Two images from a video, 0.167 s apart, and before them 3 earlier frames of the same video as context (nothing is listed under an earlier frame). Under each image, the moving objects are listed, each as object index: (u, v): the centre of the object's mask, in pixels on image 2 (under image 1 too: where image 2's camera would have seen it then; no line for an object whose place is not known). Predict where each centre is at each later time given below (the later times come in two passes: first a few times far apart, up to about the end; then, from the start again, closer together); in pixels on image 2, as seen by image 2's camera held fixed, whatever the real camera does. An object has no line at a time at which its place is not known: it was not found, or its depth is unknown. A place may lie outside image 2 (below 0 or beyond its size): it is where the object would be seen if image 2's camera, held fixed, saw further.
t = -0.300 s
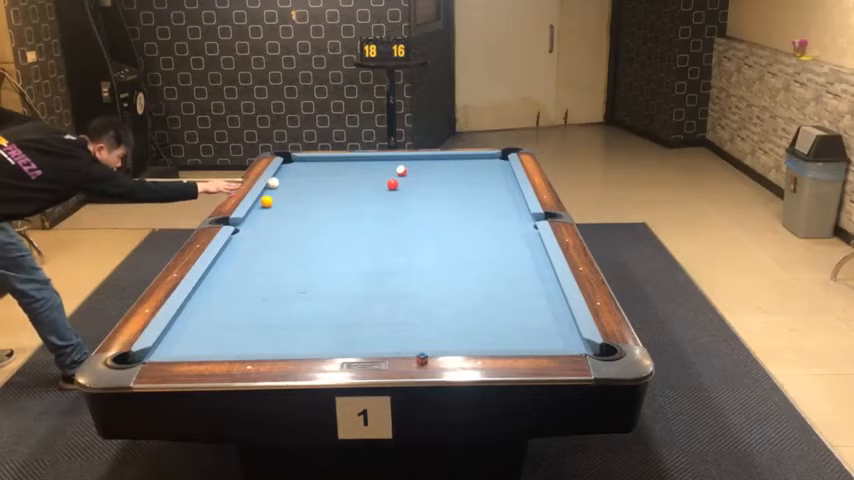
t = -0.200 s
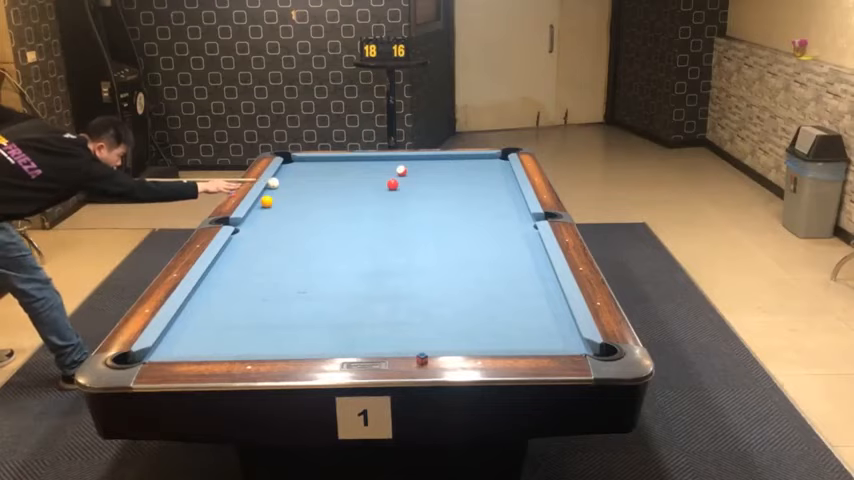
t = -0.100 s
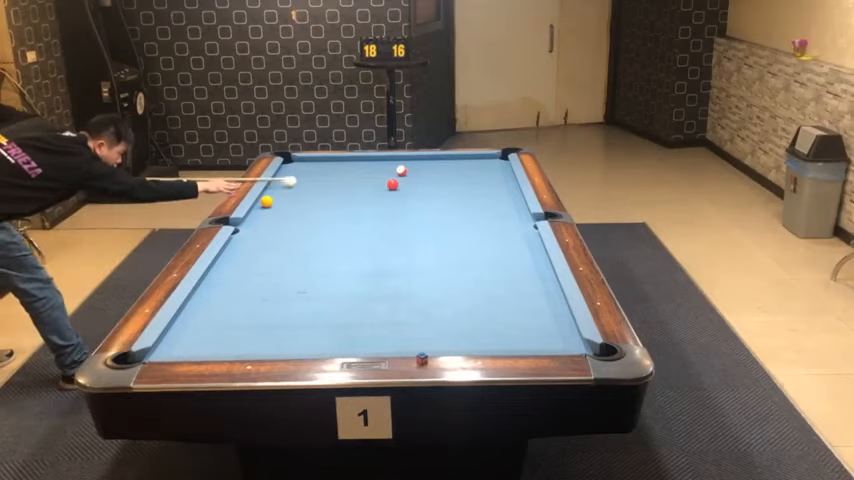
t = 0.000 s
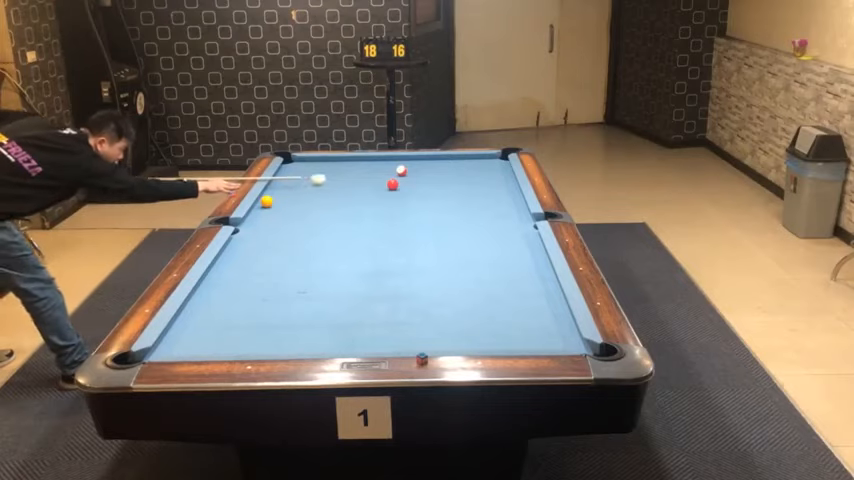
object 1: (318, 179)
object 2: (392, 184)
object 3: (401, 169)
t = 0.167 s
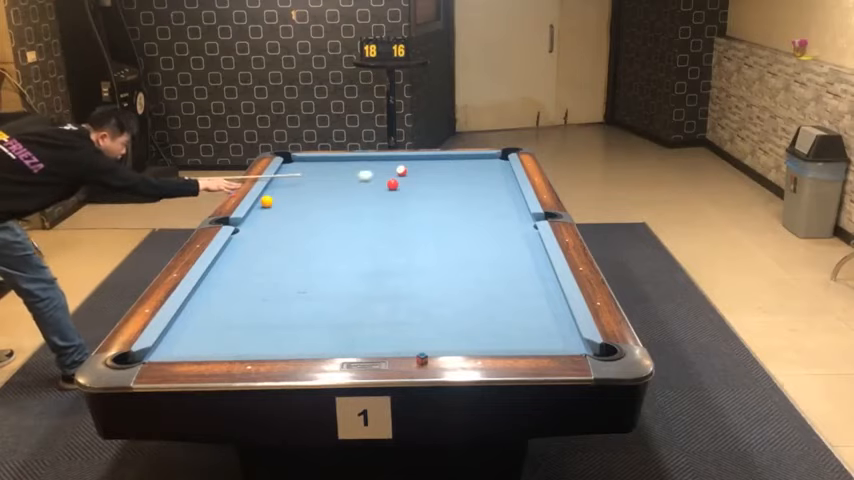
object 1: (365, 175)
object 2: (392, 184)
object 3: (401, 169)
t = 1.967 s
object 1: (402, 184)
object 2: (386, 184)
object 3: (450, 165)
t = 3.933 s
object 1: (388, 188)
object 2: (310, 187)
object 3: (473, 174)
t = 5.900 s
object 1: (388, 188)
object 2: (293, 188)
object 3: (474, 175)
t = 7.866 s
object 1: (388, 188)
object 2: (293, 188)
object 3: (474, 175)
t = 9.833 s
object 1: (388, 188)
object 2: (293, 188)
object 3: (474, 175)
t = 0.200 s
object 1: (374, 175)
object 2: (392, 184)
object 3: (401, 169)
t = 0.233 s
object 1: (383, 174)
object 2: (392, 184)
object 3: (401, 169)
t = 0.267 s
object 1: (391, 172)
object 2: (392, 184)
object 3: (401, 169)
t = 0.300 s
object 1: (400, 172)
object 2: (392, 184)
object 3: (403, 167)
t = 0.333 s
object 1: (406, 173)
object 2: (392, 184)
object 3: (404, 165)
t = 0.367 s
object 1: (414, 173)
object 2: (392, 184)
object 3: (405, 166)
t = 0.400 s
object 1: (421, 173)
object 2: (393, 184)
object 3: (407, 166)
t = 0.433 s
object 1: (428, 174)
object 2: (392, 184)
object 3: (409, 165)
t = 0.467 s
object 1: (435, 174)
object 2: (392, 184)
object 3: (411, 163)
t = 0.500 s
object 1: (442, 174)
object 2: (392, 184)
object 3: (411, 164)
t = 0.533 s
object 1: (449, 174)
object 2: (392, 184)
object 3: (413, 163)
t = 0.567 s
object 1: (457, 174)
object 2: (392, 184)
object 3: (415, 162)
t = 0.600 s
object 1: (464, 174)
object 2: (392, 184)
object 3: (416, 161)
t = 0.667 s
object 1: (478, 175)
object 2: (392, 184)
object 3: (418, 161)
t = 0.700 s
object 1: (486, 175)
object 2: (392, 184)
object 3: (420, 160)
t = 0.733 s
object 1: (493, 175)
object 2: (392, 184)
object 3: (421, 159)
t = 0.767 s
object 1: (499, 175)
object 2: (392, 184)
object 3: (422, 157)
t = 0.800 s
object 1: (506, 176)
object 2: (392, 184)
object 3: (423, 159)
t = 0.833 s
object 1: (507, 176)
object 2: (392, 184)
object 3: (424, 158)
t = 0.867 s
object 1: (504, 176)
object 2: (392, 184)
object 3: (426, 156)
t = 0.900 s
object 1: (501, 176)
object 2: (392, 184)
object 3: (427, 156)
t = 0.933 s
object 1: (498, 176)
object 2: (392, 184)
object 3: (427, 156)
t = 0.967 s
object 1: (494, 177)
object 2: (392, 184)
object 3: (428, 156)
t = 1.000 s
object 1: (490, 177)
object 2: (392, 184)
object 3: (429, 157)
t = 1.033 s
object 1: (487, 178)
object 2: (392, 184)
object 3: (430, 157)
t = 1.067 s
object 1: (483, 177)
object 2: (392, 184)
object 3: (430, 157)
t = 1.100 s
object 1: (480, 178)
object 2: (392, 184)
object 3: (431, 158)
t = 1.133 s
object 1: (476, 178)
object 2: (393, 184)
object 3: (432, 158)
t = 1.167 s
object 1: (473, 179)
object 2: (392, 184)
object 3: (433, 158)
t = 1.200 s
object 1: (470, 179)
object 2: (392, 184)
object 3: (434, 158)
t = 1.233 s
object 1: (466, 179)
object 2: (392, 184)
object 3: (435, 159)
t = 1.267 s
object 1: (462, 179)
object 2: (393, 184)
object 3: (435, 159)
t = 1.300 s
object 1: (459, 180)
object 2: (392, 184)
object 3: (436, 159)
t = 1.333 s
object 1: (456, 180)
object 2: (392, 184)
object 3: (437, 159)
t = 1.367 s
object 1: (452, 180)
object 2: (392, 184)
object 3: (438, 160)
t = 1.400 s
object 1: (449, 180)
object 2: (392, 184)
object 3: (439, 160)
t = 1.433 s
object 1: (446, 181)
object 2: (392, 184)
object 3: (439, 161)
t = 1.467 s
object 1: (443, 181)
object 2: (392, 184)
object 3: (440, 161)
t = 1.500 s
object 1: (439, 181)
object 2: (392, 184)
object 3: (441, 161)
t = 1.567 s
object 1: (433, 182)
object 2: (392, 184)
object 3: (442, 162)
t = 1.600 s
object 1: (430, 182)
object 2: (392, 184)
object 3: (442, 162)
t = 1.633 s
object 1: (426, 182)
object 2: (392, 184)
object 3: (443, 162)
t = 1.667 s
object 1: (423, 183)
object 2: (392, 184)
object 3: (444, 163)
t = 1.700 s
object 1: (420, 183)
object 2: (392, 184)
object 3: (445, 163)
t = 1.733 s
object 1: (416, 183)
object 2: (392, 184)
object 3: (445, 163)
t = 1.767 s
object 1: (413, 183)
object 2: (392, 184)
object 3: (446, 164)
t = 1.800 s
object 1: (410, 183)
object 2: (392, 184)
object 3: (447, 164)
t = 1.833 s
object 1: (407, 184)
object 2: (392, 184)
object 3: (447, 164)
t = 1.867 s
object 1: (404, 184)
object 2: (392, 184)
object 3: (448, 164)
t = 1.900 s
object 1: (403, 184)
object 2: (390, 184)
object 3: (448, 165)
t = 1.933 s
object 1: (402, 184)
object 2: (388, 184)
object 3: (449, 165)
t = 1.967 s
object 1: (402, 184)
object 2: (386, 184)
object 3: (450, 165)
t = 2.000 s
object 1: (402, 185)
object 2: (384, 185)
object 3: (450, 165)
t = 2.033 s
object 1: (401, 185)
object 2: (382, 185)
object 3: (451, 166)
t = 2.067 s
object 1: (401, 185)
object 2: (380, 185)
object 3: (451, 166)
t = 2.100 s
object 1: (400, 185)
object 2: (379, 185)
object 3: (452, 166)
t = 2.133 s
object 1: (400, 185)
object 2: (377, 185)
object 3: (453, 167)
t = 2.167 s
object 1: (399, 185)
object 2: (375, 185)
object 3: (453, 167)
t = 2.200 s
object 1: (399, 186)
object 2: (374, 185)
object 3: (454, 167)
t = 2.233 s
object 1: (399, 186)
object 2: (372, 185)
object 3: (454, 167)
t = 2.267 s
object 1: (398, 186)
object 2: (371, 185)
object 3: (455, 168)
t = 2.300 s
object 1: (397, 186)
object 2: (369, 185)
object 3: (455, 168)
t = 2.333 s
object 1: (397, 186)
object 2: (367, 185)
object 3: (456, 168)
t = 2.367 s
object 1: (396, 186)
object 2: (366, 185)
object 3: (456, 168)
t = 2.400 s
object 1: (396, 186)
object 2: (364, 185)
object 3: (456, 169)
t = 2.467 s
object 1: (395, 186)
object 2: (361, 185)
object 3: (457, 169)
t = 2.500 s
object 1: (394, 187)
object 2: (360, 185)
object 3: (458, 169)
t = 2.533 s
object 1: (394, 187)
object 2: (358, 185)
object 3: (458, 169)
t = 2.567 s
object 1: (394, 187)
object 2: (357, 185)
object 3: (458, 169)
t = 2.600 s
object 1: (394, 187)
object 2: (355, 186)
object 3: (459, 169)
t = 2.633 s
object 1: (393, 187)
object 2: (353, 186)
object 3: (460, 170)
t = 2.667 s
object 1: (393, 187)
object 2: (352, 186)
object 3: (460, 170)
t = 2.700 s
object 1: (393, 187)
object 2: (351, 186)
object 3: (461, 170)
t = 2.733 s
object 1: (392, 187)
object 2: (349, 186)
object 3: (461, 170)
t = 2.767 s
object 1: (392, 187)
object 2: (347, 186)
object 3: (462, 171)
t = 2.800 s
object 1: (392, 187)
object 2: (346, 186)
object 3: (462, 171)
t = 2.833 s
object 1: (391, 187)
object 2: (345, 186)
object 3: (463, 171)
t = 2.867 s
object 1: (391, 187)
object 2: (343, 186)
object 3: (463, 171)
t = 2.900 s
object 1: (390, 188)
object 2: (342, 186)
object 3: (464, 171)
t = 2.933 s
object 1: (390, 188)
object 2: (341, 186)
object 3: (464, 172)
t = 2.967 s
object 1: (390, 188)
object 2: (340, 186)
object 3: (464, 172)
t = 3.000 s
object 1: (390, 188)
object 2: (338, 186)
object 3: (464, 172)
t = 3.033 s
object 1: (390, 188)
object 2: (337, 186)
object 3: (465, 172)
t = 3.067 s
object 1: (389, 188)
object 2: (336, 187)
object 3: (465, 172)
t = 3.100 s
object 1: (389, 188)
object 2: (335, 187)
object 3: (466, 172)
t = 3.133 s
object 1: (389, 188)
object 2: (334, 187)
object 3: (466, 172)
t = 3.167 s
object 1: (389, 188)
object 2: (333, 187)
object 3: (467, 172)
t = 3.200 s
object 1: (389, 188)
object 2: (331, 187)
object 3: (467, 172)
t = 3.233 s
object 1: (389, 188)
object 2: (330, 186)
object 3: (467, 172)
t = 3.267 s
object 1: (389, 188)
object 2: (329, 187)
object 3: (468, 172)
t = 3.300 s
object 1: (389, 188)
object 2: (328, 187)
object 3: (468, 172)
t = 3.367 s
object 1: (388, 188)
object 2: (325, 187)
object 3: (469, 173)
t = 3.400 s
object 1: (388, 188)
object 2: (325, 187)
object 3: (469, 173)
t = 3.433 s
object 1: (388, 188)
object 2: (324, 187)
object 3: (469, 173)
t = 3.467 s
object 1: (388, 188)
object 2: (322, 187)
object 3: (470, 173)
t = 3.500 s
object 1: (388, 188)
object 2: (321, 187)
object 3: (470, 173)
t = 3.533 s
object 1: (388, 188)
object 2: (320, 187)
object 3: (470, 173)
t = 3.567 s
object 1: (388, 188)
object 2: (320, 187)
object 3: (470, 174)
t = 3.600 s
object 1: (388, 188)
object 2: (319, 187)
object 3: (471, 173)
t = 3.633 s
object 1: (388, 188)
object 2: (317, 187)
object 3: (471, 174)
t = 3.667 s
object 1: (388, 188)
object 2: (317, 187)
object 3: (471, 174)
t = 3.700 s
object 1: (388, 188)
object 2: (315, 187)
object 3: (471, 174)
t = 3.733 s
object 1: (388, 188)
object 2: (315, 187)
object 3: (471, 174)
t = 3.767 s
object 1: (388, 188)
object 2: (314, 187)
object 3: (472, 174)
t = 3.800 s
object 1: (388, 188)
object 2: (313, 187)
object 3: (472, 174)
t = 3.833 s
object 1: (388, 188)
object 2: (312, 187)
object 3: (472, 174)
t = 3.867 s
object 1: (388, 188)
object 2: (312, 187)
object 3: (472, 174)
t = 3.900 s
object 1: (388, 188)
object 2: (310, 187)
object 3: (472, 174)
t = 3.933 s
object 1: (388, 188)
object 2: (310, 187)
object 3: (473, 174)
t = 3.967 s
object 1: (388, 188)
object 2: (309, 187)
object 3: (473, 175)
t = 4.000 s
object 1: (388, 188)
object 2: (308, 187)
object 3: (473, 175)
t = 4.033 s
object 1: (388, 188)
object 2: (308, 188)
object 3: (473, 175)
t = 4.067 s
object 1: (388, 188)
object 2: (307, 187)
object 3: (473, 175)
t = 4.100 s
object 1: (388, 188)
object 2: (306, 188)
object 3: (473, 175)
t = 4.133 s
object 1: (388, 188)
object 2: (306, 188)
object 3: (473, 175)
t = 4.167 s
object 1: (388, 188)
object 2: (304, 188)
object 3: (473, 175)
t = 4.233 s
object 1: (389, 188)
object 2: (303, 188)
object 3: (474, 175)
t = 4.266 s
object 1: (388, 188)
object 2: (303, 188)
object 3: (474, 175)
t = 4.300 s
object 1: (388, 188)
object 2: (302, 188)
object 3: (474, 175)
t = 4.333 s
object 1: (388, 188)
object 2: (302, 188)
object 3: (474, 175)
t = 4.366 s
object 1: (388, 188)
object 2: (301, 188)
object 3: (474, 175)
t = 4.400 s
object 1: (388, 188)
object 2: (300, 188)
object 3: (474, 175)
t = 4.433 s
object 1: (388, 188)
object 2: (300, 188)
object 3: (474, 175)
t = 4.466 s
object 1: (388, 188)
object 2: (299, 188)
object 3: (474, 175)
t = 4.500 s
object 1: (388, 188)
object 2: (299, 188)
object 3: (474, 175)
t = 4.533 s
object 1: (388, 188)
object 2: (299, 188)
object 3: (474, 175)
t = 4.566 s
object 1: (388, 188)
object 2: (298, 188)
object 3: (474, 175)
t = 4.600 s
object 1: (388, 188)
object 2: (298, 188)
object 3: (474, 175)
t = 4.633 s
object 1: (388, 188)
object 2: (298, 188)
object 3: (474, 175)
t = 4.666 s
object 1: (388, 188)
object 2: (297, 188)
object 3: (474, 175)
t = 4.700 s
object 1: (388, 188)
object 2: (297, 188)
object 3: (474, 175)
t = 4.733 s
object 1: (389, 188)
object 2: (297, 188)
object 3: (474, 175)
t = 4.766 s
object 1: (388, 188)
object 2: (296, 188)
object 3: (474, 175)
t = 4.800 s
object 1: (388, 188)
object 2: (296, 188)
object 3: (474, 175)
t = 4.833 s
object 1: (388, 188)
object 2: (296, 188)
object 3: (474, 175)
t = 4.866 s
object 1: (388, 188)
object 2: (295, 188)
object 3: (474, 175)
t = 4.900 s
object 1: (388, 188)
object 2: (295, 188)
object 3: (474, 175)
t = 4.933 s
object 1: (388, 188)
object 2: (295, 188)
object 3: (474, 175)
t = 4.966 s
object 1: (388, 188)
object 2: (294, 188)
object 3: (474, 175)
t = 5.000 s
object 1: (388, 188)
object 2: (294, 188)
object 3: (474, 175)
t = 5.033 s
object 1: (388, 188)
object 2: (294, 188)
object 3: (474, 175)
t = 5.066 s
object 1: (388, 188)
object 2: (294, 188)
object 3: (474, 175)
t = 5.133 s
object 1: (388, 188)
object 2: (293, 188)
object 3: (474, 175)
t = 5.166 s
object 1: (388, 188)
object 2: (293, 188)
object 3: (474, 175)
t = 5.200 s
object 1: (388, 188)
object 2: (293, 189)
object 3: (474, 175)
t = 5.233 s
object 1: (388, 188)
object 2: (293, 189)
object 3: (474, 175)
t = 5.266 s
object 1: (388, 188)
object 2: (293, 188)
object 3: (474, 175)
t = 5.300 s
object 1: (388, 188)
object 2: (293, 188)
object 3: (474, 175)
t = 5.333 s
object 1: (388, 188)
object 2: (293, 188)
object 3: (474, 175)
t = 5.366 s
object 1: (388, 188)
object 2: (293, 188)
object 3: (474, 175)
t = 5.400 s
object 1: (388, 188)
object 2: (293, 188)
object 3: (474, 175)
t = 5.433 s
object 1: (388, 188)
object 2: (293, 188)
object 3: (474, 175)
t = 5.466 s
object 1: (388, 188)
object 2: (293, 188)
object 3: (474, 175)
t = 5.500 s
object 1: (388, 188)
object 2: (293, 188)
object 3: (474, 175)
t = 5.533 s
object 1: (388, 188)
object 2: (293, 188)
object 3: (474, 175)
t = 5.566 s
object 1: (388, 188)
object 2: (293, 188)
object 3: (474, 175)
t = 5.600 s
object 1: (388, 188)
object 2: (293, 189)
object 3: (474, 175)
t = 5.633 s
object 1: (388, 188)
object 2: (293, 188)
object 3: (474, 175)
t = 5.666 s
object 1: (388, 188)
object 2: (293, 188)
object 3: (474, 175)
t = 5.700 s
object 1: (388, 188)
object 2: (293, 188)
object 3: (474, 175)
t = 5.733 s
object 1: (388, 188)
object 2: (293, 189)
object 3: (474, 175)
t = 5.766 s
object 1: (388, 188)
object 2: (293, 188)
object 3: (474, 175)
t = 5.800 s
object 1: (388, 188)
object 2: (293, 188)
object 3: (474, 175)
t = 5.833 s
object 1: (388, 188)
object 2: (293, 188)
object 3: (474, 175)
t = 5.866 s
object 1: (388, 188)
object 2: (293, 188)
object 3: (474, 175)
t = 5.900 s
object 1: (388, 188)
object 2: (293, 188)
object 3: (474, 175)
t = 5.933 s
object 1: (388, 188)
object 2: (293, 188)
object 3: (474, 175)
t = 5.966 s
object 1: (388, 188)
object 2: (293, 188)
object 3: (474, 175)
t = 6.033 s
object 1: (388, 188)
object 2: (293, 188)
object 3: (474, 175)
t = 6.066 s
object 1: (388, 188)
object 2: (293, 188)
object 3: (474, 175)
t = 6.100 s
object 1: (388, 188)
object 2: (293, 188)
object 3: (474, 175)
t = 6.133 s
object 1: (388, 188)
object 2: (293, 188)
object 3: (474, 175)
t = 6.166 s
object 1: (388, 188)
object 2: (293, 188)
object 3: (474, 175)
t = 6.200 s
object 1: (388, 188)
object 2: (293, 188)
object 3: (474, 175)
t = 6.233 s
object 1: (388, 188)
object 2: (293, 188)
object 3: (474, 175)
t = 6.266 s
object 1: (388, 188)
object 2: (293, 188)
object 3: (474, 175)
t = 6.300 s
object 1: (388, 188)
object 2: (293, 188)
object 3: (474, 175)
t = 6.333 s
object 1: (388, 188)
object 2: (293, 188)
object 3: (474, 175)
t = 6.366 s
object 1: (388, 188)
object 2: (293, 188)
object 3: (474, 175)
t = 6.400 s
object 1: (388, 188)
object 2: (293, 188)
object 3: (474, 175)
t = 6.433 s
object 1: (388, 188)
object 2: (293, 188)
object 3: (474, 175)
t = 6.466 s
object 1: (388, 188)
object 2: (293, 188)
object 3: (474, 175)
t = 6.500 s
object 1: (388, 188)
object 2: (293, 188)
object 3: (474, 175)
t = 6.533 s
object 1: (388, 188)
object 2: (293, 188)
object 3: (474, 175)
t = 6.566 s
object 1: (388, 188)
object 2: (293, 188)
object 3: (474, 175)
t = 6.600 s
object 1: (388, 188)
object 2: (293, 188)
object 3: (474, 175)
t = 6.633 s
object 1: (388, 188)
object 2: (293, 188)
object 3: (474, 175)
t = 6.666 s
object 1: (388, 188)
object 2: (293, 188)
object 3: (474, 175)
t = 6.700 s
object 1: (388, 188)
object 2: (293, 188)
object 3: (474, 175)
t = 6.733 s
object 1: (388, 188)
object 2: (293, 188)
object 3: (474, 175)
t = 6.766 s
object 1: (388, 188)
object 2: (293, 188)
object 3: (474, 175)
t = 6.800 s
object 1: (388, 188)
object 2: (293, 188)
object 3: (474, 175)
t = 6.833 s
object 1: (388, 188)
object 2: (293, 188)
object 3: (474, 175)
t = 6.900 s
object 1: (388, 188)
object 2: (293, 188)
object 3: (474, 175)
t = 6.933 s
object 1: (388, 188)
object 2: (293, 188)
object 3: (474, 175)
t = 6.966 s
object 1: (388, 188)
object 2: (293, 188)
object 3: (474, 175)
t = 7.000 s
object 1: (388, 188)
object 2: (293, 188)
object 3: (474, 175)
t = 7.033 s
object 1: (388, 188)
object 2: (293, 188)
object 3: (474, 175)
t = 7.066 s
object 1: (388, 188)
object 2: (293, 188)
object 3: (474, 175)
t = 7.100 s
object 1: (388, 188)
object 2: (293, 188)
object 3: (474, 175)
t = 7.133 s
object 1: (388, 188)
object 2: (293, 188)
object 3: (474, 175)
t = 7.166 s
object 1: (388, 188)
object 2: (293, 188)
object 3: (474, 175)
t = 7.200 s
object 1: (388, 188)
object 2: (293, 189)
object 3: (474, 175)
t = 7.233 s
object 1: (388, 188)
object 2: (293, 188)
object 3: (474, 175)
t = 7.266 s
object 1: (388, 188)
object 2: (293, 188)
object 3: (474, 175)
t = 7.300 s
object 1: (388, 188)
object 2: (293, 188)
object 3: (474, 175)
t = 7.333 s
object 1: (388, 188)
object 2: (293, 188)
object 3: (474, 175)
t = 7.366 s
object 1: (388, 188)
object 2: (293, 188)
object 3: (474, 175)
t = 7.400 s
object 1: (388, 188)
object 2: (293, 188)
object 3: (474, 175)
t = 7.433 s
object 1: (388, 188)
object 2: (293, 188)
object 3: (474, 175)
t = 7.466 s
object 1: (388, 188)
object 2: (293, 188)
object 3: (474, 175)
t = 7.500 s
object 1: (388, 188)
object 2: (293, 189)
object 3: (474, 175)
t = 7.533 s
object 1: (388, 188)
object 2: (293, 189)
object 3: (474, 175)
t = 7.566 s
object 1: (388, 188)
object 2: (293, 189)
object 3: (474, 175)
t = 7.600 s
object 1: (388, 188)
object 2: (293, 189)
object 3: (474, 175)
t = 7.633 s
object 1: (388, 188)
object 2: (293, 189)
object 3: (474, 175)
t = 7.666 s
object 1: (388, 188)
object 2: (293, 189)
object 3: (474, 175)
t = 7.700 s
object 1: (388, 188)
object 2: (293, 188)
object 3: (474, 175)
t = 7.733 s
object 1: (388, 188)
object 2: (293, 188)
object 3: (474, 175)
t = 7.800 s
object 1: (388, 188)
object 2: (293, 188)
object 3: (474, 175)
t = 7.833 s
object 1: (388, 188)
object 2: (293, 188)
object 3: (474, 175)
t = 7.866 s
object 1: (388, 188)
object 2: (293, 188)
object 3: (474, 175)
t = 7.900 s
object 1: (388, 188)
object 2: (293, 188)
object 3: (474, 175)
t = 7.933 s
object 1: (389, 188)
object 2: (293, 188)
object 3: (474, 175)
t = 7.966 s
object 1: (389, 188)
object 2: (293, 188)
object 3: (474, 175)
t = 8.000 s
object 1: (388, 188)
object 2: (293, 188)
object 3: (474, 175)
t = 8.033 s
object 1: (388, 188)
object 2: (293, 188)
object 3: (474, 175)
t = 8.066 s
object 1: (388, 188)
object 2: (293, 188)
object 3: (474, 175)
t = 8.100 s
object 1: (388, 188)
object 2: (293, 188)
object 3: (474, 175)
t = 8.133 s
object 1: (388, 188)
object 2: (293, 188)
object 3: (474, 175)
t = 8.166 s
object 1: (388, 188)
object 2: (293, 188)
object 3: (474, 175)
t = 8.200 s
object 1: (388, 188)
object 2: (293, 188)
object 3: (474, 175)
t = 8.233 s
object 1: (388, 188)
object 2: (293, 188)
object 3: (474, 175)
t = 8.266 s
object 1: (388, 188)
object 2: (293, 188)
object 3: (474, 175)
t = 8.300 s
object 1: (388, 188)
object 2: (293, 188)
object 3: (474, 175)
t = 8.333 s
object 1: (388, 188)
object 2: (293, 188)
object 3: (474, 175)
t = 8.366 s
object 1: (388, 188)
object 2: (293, 188)
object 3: (474, 175)
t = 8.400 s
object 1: (388, 188)
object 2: (293, 188)
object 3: (474, 175)
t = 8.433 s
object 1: (388, 188)
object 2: (293, 188)
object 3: (474, 175)
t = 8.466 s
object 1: (388, 188)
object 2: (293, 188)
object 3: (474, 175)
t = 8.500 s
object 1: (388, 188)
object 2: (293, 188)
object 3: (474, 175)
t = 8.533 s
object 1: (388, 188)
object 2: (293, 188)
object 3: (474, 175)
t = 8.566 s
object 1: (388, 188)
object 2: (293, 188)
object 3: (474, 175)
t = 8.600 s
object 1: (388, 188)
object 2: (293, 188)
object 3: (474, 175)
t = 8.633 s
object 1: (388, 188)
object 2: (293, 188)
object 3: (474, 175)
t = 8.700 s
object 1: (388, 188)
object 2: (293, 188)
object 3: (474, 175)
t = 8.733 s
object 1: (388, 188)
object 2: (293, 188)
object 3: (474, 175)
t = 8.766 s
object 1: (388, 188)
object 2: (293, 188)
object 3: (474, 175)
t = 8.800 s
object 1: (388, 188)
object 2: (293, 188)
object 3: (474, 175)
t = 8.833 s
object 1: (389, 188)
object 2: (293, 188)
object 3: (474, 175)
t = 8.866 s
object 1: (388, 188)
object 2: (293, 188)
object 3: (474, 175)
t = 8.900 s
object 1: (388, 188)
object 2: (293, 188)
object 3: (474, 175)
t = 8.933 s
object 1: (388, 188)
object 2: (293, 188)
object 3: (474, 175)
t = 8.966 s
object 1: (389, 188)
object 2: (293, 188)
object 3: (474, 175)
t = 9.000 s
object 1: (389, 188)
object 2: (293, 188)
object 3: (474, 175)
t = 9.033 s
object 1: (388, 188)
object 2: (293, 188)
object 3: (474, 175)
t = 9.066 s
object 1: (388, 188)
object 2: (293, 188)
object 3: (474, 175)
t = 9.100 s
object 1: (388, 188)
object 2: (293, 188)
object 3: (474, 175)
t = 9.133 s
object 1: (388, 188)
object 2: (293, 188)
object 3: (474, 175)
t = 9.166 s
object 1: (388, 188)
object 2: (293, 188)
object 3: (474, 175)
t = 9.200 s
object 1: (388, 188)
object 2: (293, 188)
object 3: (474, 175)
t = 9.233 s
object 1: (388, 188)
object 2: (293, 188)
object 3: (474, 175)
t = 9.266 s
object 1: (388, 188)
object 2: (293, 188)
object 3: (474, 175)
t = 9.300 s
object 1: (389, 188)
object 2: (293, 188)
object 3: (474, 175)
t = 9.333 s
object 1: (388, 188)
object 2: (293, 188)
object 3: (474, 175)
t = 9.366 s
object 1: (388, 188)
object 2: (293, 188)
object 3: (474, 175)
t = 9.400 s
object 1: (388, 188)
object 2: (293, 188)
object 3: (474, 175)
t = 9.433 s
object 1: (388, 188)
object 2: (293, 188)
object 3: (474, 175)
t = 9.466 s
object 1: (388, 188)
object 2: (293, 188)
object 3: (474, 175)
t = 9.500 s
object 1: (388, 188)
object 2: (293, 188)
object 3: (474, 175)
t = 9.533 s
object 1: (388, 188)
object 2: (293, 188)
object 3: (474, 175)
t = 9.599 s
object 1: (389, 188)
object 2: (293, 188)
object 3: (474, 175)
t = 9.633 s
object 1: (389, 188)
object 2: (293, 188)
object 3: (474, 175)
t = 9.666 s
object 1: (389, 188)
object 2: (293, 188)
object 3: (474, 175)
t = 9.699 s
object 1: (389, 188)
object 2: (293, 188)
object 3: (474, 175)
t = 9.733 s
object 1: (389, 188)
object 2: (293, 189)
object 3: (474, 175)
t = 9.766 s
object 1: (388, 188)
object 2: (293, 189)
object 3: (474, 175)
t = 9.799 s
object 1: (389, 188)
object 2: (293, 188)
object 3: (474, 175)
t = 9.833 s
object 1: (388, 188)
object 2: (293, 188)
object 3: (474, 175)
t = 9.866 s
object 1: (389, 188)
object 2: (293, 189)
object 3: (474, 175)
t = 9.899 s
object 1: (389, 188)
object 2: (293, 188)
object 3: (474, 175)
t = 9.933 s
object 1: (389, 188)
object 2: (293, 188)
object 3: (474, 175)
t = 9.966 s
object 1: (389, 188)
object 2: (293, 188)
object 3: (474, 175)
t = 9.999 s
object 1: (389, 188)
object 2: (293, 188)
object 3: (474, 175)
